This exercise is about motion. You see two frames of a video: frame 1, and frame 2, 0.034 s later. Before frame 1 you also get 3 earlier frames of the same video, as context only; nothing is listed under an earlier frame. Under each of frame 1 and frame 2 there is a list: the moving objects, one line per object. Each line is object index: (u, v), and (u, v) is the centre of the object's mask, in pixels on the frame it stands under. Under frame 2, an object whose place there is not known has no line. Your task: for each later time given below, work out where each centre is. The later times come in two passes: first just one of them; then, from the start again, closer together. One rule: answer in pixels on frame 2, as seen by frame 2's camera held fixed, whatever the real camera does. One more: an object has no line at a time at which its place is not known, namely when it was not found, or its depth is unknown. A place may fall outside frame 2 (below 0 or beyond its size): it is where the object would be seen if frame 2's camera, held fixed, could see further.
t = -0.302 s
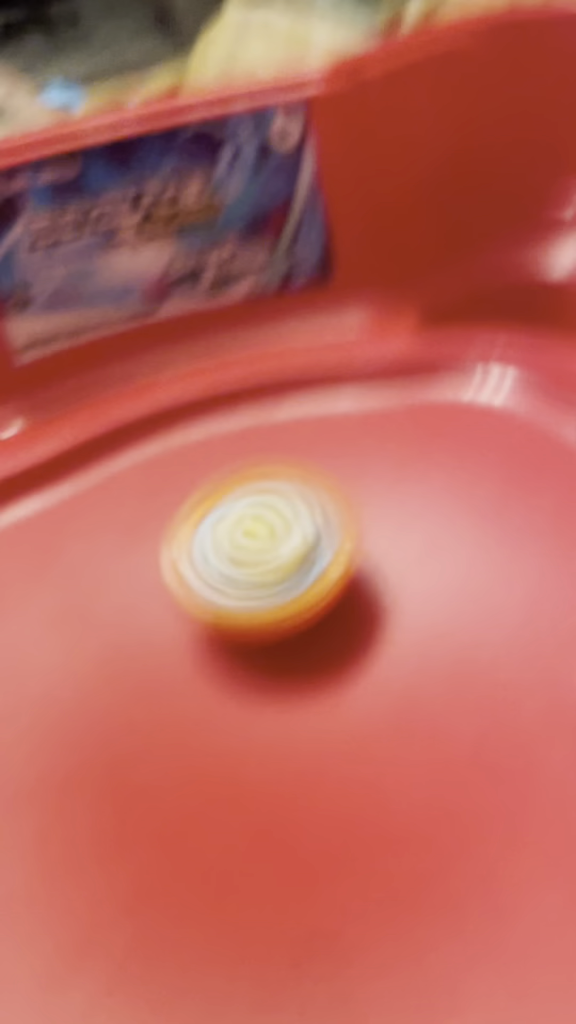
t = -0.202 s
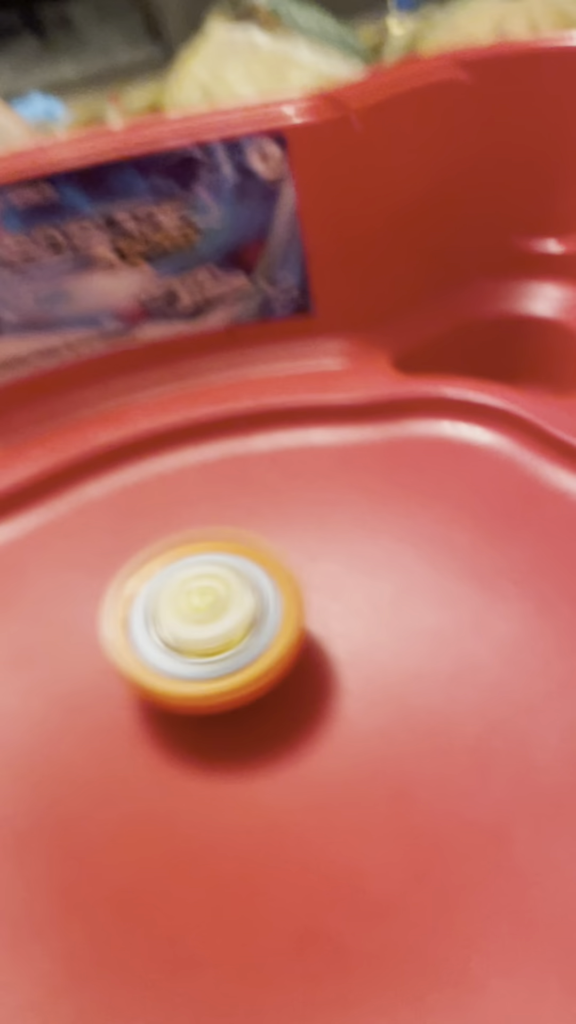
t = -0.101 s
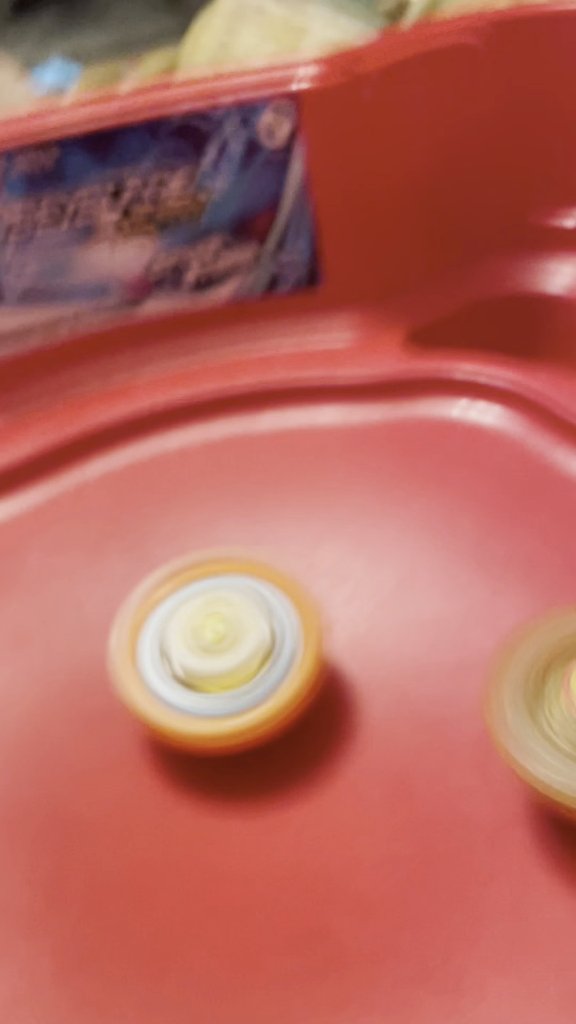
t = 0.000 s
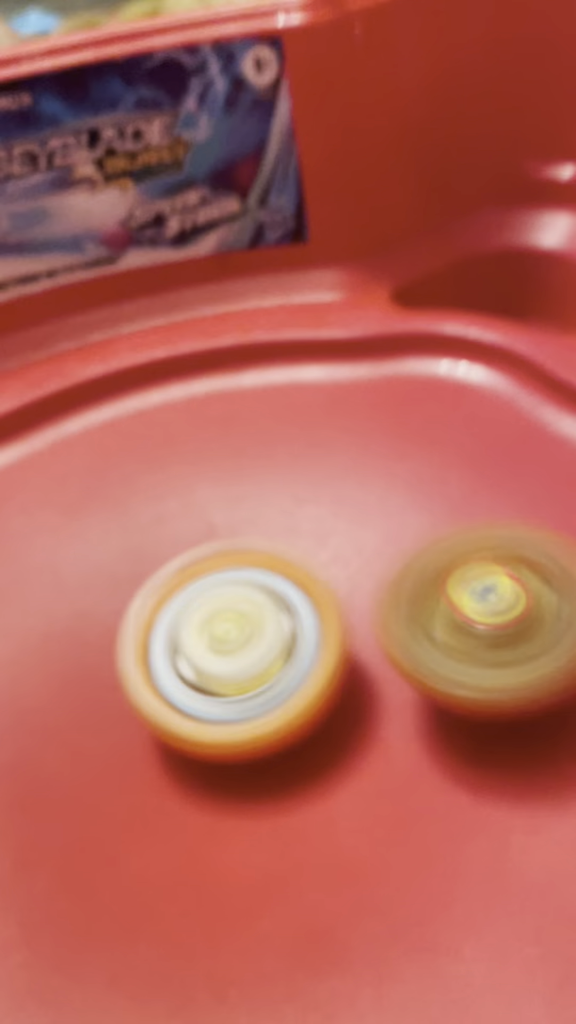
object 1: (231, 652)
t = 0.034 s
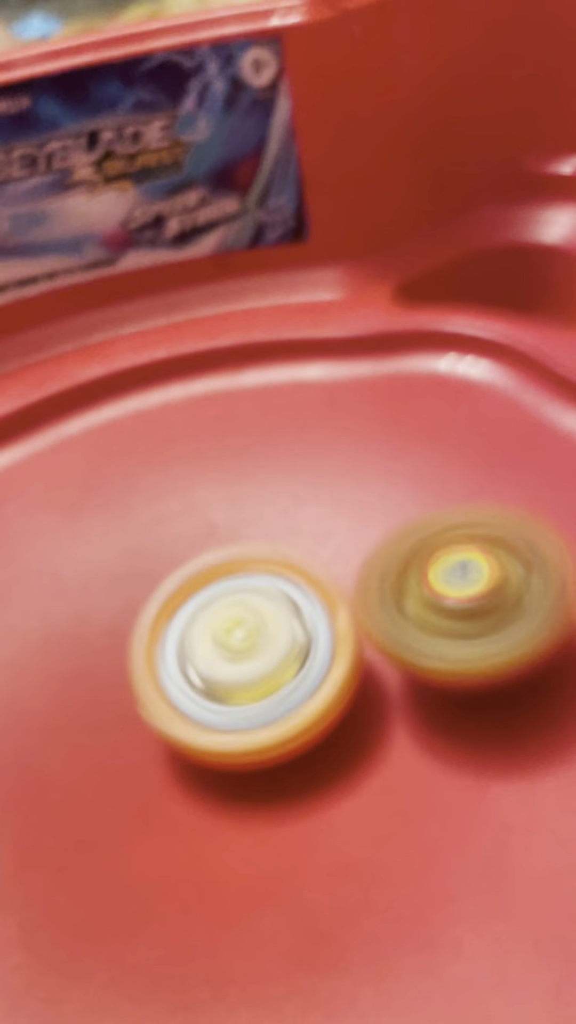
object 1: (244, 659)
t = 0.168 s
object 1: (223, 678)
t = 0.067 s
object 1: (233, 666)
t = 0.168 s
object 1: (223, 678)
